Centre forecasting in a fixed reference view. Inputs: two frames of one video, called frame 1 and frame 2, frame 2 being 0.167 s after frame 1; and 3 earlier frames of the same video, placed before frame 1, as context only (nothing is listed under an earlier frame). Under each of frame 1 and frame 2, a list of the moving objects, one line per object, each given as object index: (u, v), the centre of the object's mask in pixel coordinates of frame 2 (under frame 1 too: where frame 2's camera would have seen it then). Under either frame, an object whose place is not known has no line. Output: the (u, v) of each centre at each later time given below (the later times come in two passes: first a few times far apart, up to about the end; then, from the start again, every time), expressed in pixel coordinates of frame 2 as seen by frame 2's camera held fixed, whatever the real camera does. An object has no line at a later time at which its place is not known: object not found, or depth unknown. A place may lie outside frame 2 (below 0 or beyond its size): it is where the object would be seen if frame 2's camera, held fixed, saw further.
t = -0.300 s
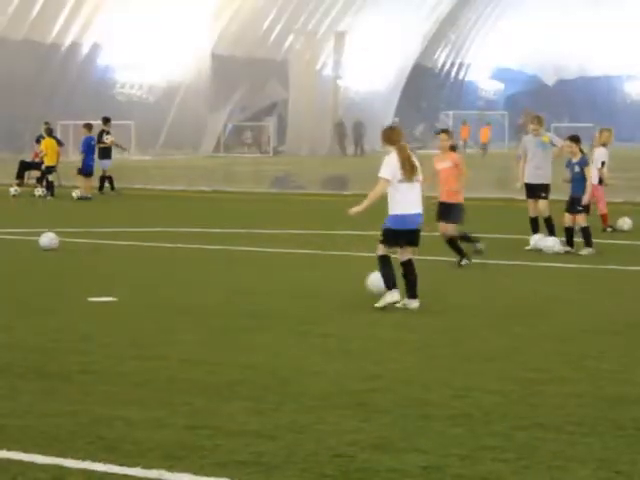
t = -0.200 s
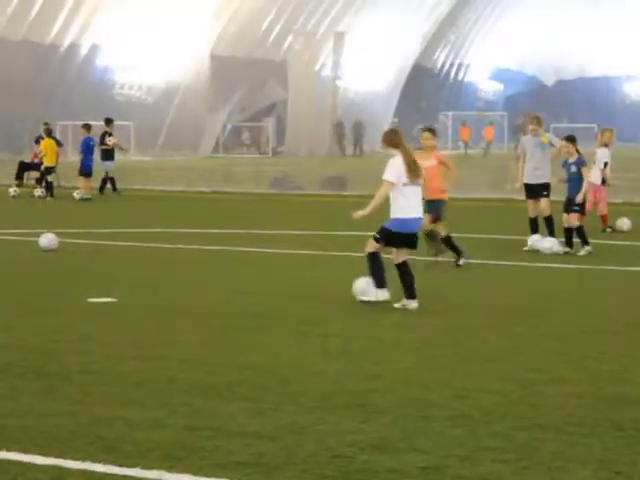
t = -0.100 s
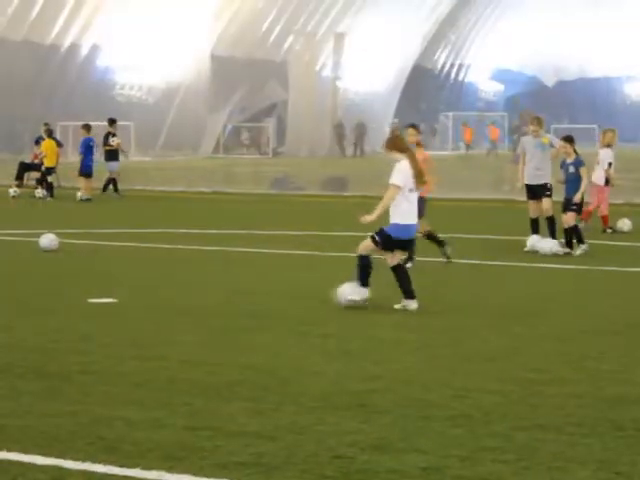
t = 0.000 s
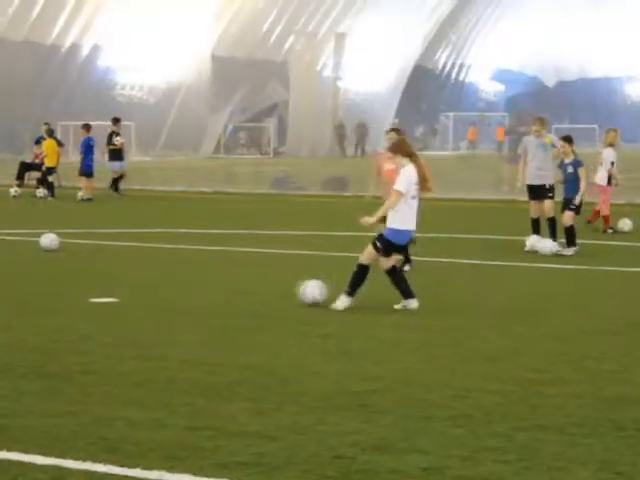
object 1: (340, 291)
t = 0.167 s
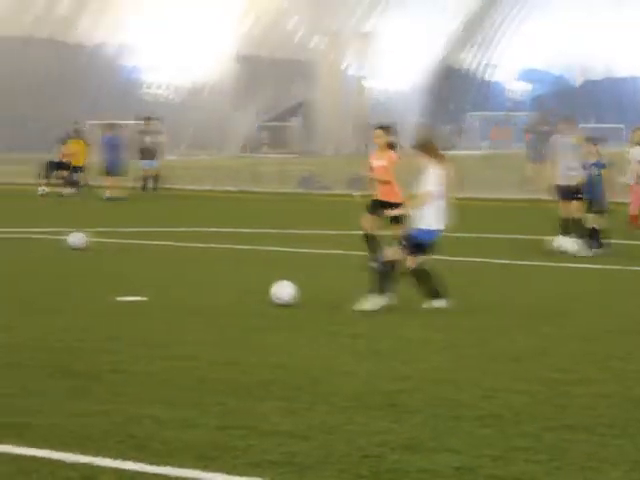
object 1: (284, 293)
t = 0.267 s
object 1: (250, 293)
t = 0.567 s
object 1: (155, 294)
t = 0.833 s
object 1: (70, 295)
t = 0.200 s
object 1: (273, 294)
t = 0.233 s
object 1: (261, 294)
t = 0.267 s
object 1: (250, 293)
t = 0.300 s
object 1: (239, 294)
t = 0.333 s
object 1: (228, 294)
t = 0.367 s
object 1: (217, 293)
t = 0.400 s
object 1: (207, 293)
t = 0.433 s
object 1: (196, 294)
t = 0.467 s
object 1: (187, 294)
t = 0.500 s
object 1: (176, 294)
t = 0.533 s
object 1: (165, 294)
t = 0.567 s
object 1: (155, 294)
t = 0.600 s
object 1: (143, 294)
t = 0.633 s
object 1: (133, 294)
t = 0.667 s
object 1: (122, 294)
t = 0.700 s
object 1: (112, 294)
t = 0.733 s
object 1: (102, 294)
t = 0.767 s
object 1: (92, 294)
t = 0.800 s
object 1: (81, 294)
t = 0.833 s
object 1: (70, 295)
